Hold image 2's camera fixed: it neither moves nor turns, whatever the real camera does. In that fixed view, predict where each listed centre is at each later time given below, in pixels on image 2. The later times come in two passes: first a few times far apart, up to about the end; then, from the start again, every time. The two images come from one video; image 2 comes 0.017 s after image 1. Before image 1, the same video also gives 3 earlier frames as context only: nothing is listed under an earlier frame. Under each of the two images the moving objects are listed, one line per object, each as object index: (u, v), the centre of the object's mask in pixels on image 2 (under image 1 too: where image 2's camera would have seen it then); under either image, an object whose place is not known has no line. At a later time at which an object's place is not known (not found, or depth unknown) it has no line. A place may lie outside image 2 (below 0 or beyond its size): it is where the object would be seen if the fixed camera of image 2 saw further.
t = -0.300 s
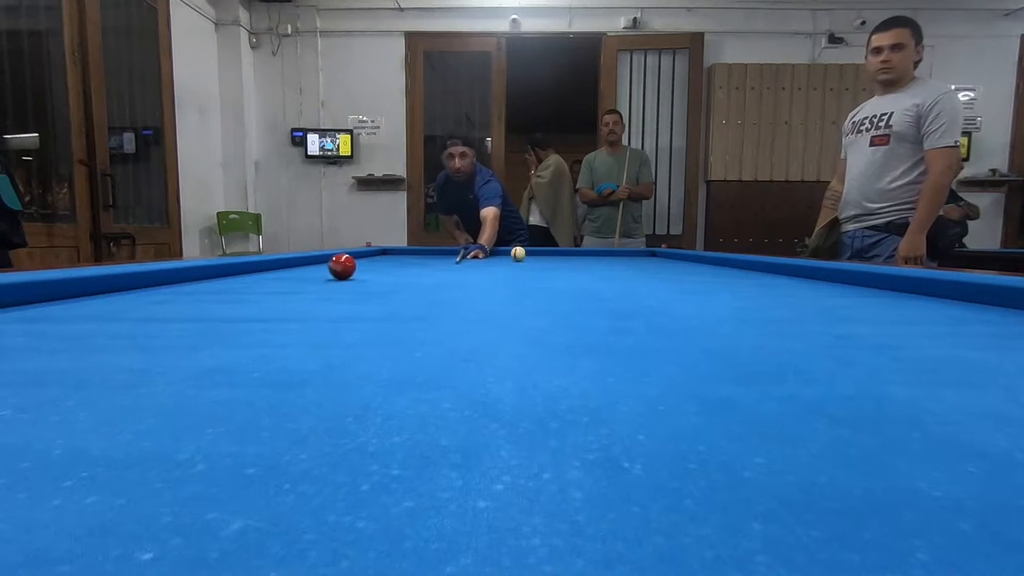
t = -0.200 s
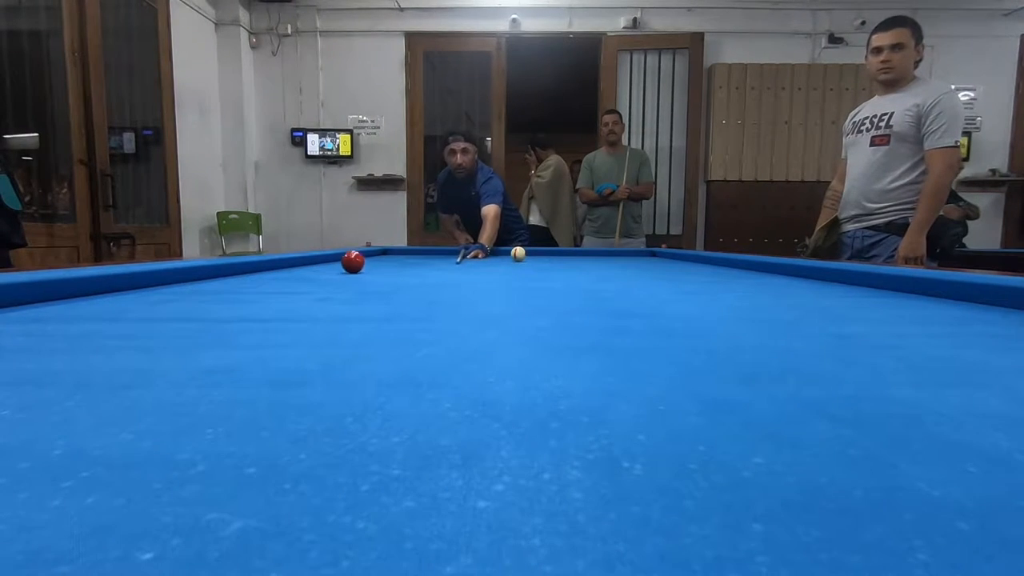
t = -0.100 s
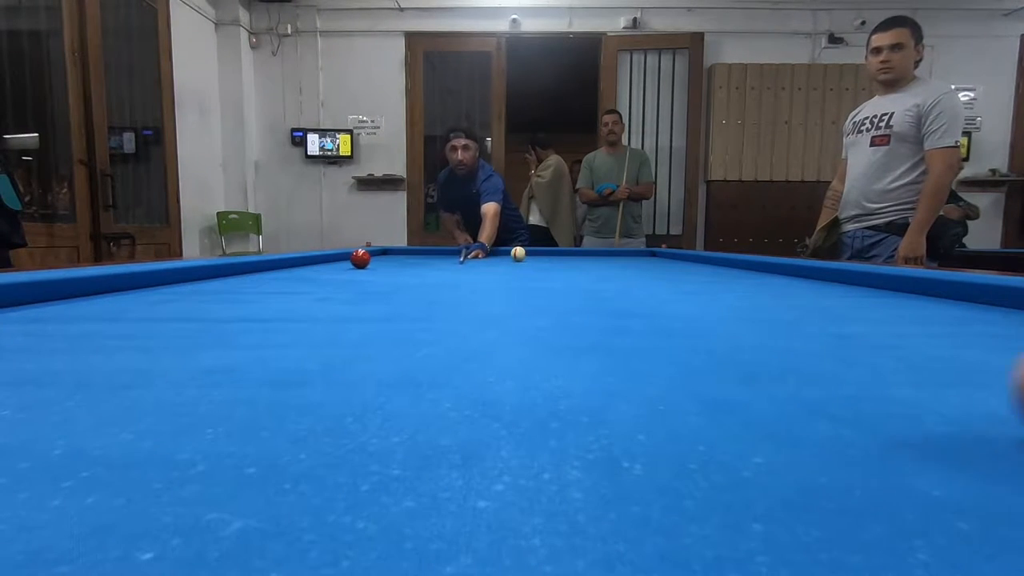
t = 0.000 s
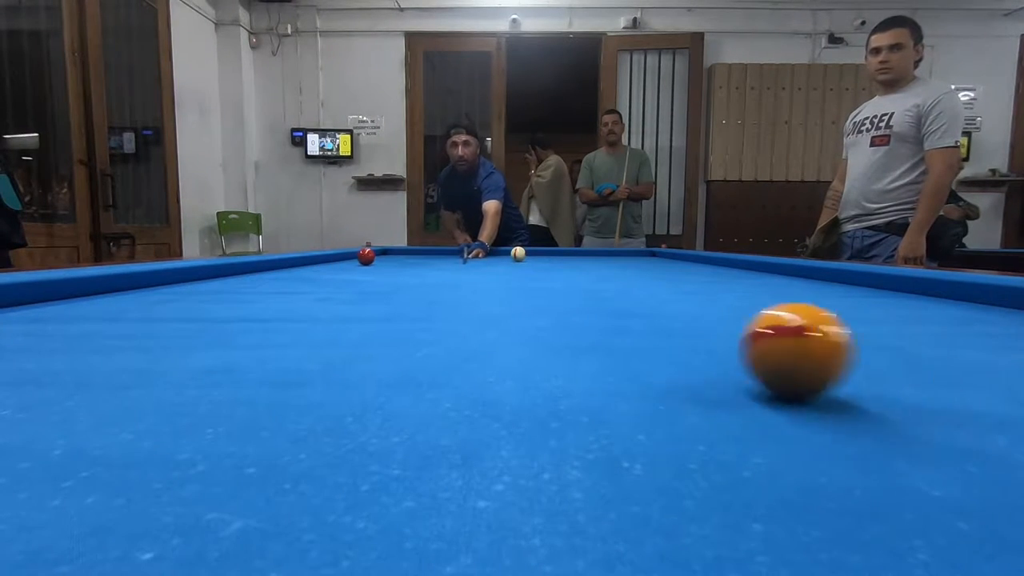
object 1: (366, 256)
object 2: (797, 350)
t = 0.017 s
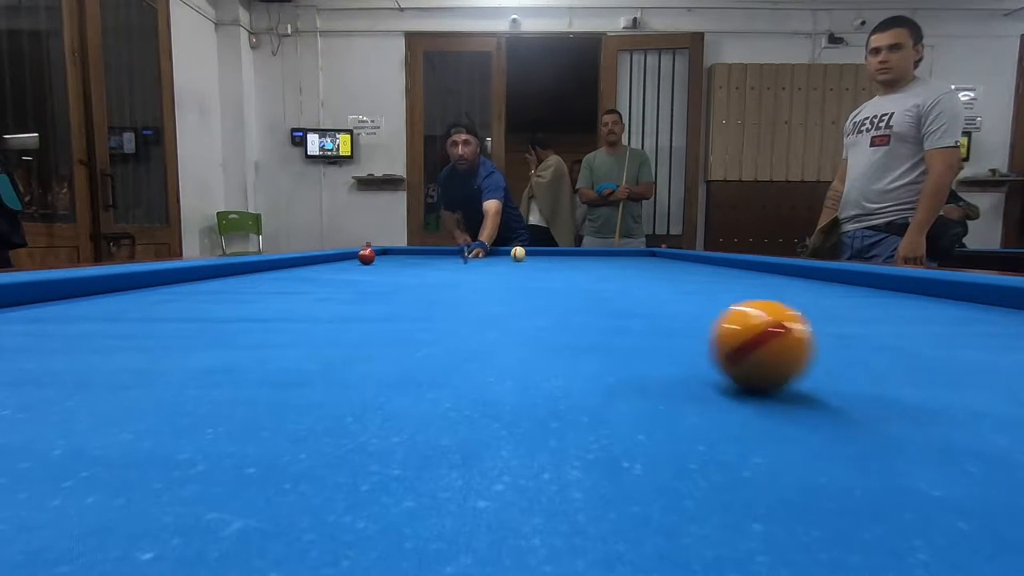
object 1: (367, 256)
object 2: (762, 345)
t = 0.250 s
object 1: (376, 252)
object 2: (469, 309)
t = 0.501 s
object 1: (390, 249)
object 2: (311, 291)
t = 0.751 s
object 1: (398, 251)
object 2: (213, 281)
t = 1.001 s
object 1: (404, 253)
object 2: (158, 273)
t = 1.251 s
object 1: (414, 255)
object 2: (277, 268)
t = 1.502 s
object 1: (427, 257)
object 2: (349, 264)
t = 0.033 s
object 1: (367, 255)
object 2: (730, 341)
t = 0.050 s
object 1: (368, 255)
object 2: (700, 337)
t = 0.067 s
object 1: (369, 255)
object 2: (673, 334)
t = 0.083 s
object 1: (370, 255)
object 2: (648, 331)
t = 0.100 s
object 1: (370, 255)
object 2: (624, 328)
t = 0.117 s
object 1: (371, 254)
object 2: (603, 325)
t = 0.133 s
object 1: (371, 254)
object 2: (583, 323)
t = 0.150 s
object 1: (372, 253)
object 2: (563, 320)
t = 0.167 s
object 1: (372, 253)
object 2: (546, 317)
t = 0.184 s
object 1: (373, 253)
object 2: (529, 316)
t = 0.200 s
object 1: (373, 253)
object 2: (512, 314)
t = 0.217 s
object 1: (375, 253)
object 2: (497, 312)
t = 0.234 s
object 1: (375, 252)
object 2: (482, 311)
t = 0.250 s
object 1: (376, 252)
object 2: (469, 309)
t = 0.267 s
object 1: (376, 252)
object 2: (455, 307)
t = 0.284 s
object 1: (377, 252)
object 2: (442, 306)
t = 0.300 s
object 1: (377, 251)
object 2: (429, 304)
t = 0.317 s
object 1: (377, 251)
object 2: (417, 303)
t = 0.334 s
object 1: (378, 251)
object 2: (406, 302)
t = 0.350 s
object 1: (378, 251)
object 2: (395, 301)
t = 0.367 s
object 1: (378, 251)
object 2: (384, 299)
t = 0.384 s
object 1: (379, 250)
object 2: (374, 298)
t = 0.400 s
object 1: (380, 250)
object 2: (364, 297)
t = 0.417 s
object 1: (380, 250)
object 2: (354, 296)
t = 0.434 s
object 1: (382, 250)
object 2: (345, 295)
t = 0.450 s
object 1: (384, 250)
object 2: (336, 294)
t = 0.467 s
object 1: (387, 250)
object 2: (327, 293)
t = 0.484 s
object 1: (388, 250)
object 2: (319, 292)
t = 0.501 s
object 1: (390, 249)
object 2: (311, 291)
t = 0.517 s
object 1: (392, 249)
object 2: (303, 290)
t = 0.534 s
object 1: (394, 249)
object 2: (295, 290)
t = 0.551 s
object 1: (394, 249)
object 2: (288, 289)
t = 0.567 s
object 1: (395, 249)
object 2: (281, 288)
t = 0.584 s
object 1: (395, 249)
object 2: (274, 287)
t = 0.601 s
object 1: (395, 249)
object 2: (267, 287)
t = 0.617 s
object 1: (395, 249)
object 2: (260, 286)
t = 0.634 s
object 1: (396, 250)
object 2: (254, 285)
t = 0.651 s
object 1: (396, 250)
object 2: (247, 284)
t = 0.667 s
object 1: (396, 250)
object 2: (241, 284)
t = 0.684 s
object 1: (396, 250)
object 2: (235, 283)
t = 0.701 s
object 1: (397, 250)
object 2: (229, 282)
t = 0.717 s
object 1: (397, 250)
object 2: (224, 282)
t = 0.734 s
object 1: (398, 251)
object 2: (218, 281)
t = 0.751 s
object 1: (398, 251)
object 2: (213, 281)
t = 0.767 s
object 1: (398, 251)
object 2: (208, 280)
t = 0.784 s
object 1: (399, 251)
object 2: (203, 280)
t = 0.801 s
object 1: (399, 251)
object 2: (198, 279)
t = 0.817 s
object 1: (400, 251)
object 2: (193, 278)
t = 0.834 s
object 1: (400, 251)
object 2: (189, 278)
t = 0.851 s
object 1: (400, 251)
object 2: (184, 278)
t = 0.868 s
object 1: (400, 252)
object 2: (180, 277)
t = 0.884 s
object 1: (401, 252)
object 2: (175, 276)
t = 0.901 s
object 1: (402, 252)
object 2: (171, 276)
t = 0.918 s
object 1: (402, 252)
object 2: (167, 275)
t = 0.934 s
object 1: (403, 252)
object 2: (163, 275)
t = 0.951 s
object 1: (403, 253)
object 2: (158, 274)
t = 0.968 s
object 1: (403, 253)
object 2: (155, 274)
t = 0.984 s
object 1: (404, 253)
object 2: (151, 273)
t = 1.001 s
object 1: (404, 253)
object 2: (158, 273)
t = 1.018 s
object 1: (405, 253)
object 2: (169, 273)
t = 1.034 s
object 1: (406, 253)
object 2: (179, 272)
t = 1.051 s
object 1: (406, 253)
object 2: (189, 272)
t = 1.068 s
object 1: (407, 254)
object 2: (198, 272)
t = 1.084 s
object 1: (408, 254)
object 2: (207, 271)
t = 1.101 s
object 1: (408, 254)
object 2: (215, 271)
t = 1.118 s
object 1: (409, 254)
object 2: (223, 270)
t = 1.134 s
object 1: (410, 254)
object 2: (231, 270)
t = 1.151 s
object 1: (410, 254)
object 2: (238, 270)
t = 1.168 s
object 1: (411, 254)
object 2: (246, 269)
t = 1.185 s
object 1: (412, 254)
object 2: (252, 269)
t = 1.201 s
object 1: (412, 255)
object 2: (259, 269)
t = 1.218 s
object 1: (413, 255)
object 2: (265, 268)
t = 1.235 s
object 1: (414, 255)
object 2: (271, 268)
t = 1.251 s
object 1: (414, 255)
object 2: (277, 268)
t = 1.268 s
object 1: (416, 255)
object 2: (282, 268)
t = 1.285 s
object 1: (416, 255)
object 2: (287, 267)
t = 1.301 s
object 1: (417, 255)
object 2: (292, 267)
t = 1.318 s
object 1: (417, 255)
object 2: (298, 267)
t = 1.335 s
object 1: (418, 256)
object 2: (303, 267)
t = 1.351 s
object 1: (419, 256)
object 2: (308, 266)
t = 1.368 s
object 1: (420, 256)
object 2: (313, 266)
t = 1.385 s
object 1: (421, 256)
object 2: (318, 266)
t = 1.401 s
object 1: (422, 256)
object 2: (322, 265)
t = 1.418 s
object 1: (423, 257)
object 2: (326, 265)
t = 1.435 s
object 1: (423, 256)
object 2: (331, 265)
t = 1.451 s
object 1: (424, 257)
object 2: (336, 265)
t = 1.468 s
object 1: (425, 257)
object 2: (340, 264)
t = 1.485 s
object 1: (426, 257)
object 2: (344, 264)
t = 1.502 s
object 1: (427, 257)
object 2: (349, 264)
